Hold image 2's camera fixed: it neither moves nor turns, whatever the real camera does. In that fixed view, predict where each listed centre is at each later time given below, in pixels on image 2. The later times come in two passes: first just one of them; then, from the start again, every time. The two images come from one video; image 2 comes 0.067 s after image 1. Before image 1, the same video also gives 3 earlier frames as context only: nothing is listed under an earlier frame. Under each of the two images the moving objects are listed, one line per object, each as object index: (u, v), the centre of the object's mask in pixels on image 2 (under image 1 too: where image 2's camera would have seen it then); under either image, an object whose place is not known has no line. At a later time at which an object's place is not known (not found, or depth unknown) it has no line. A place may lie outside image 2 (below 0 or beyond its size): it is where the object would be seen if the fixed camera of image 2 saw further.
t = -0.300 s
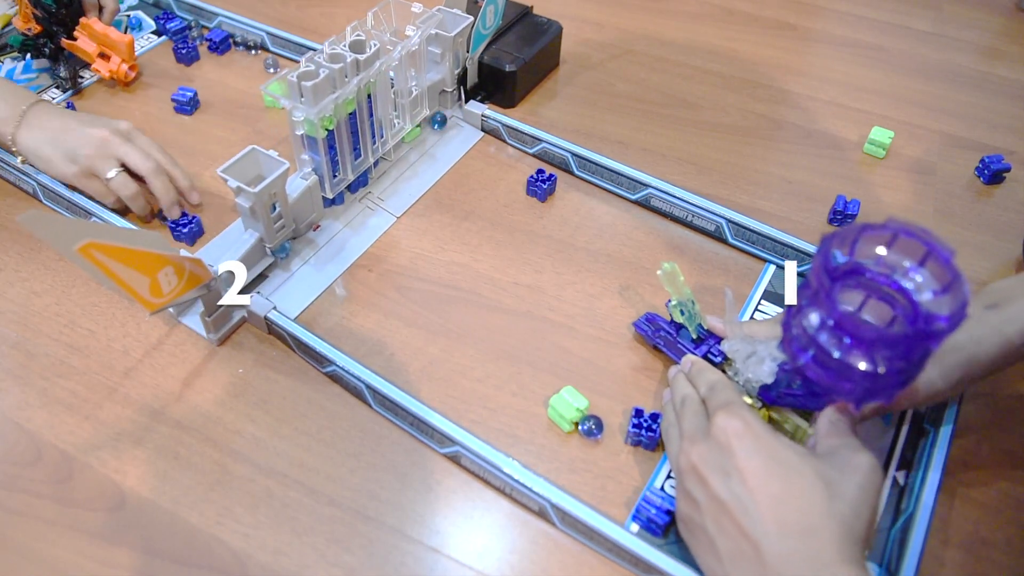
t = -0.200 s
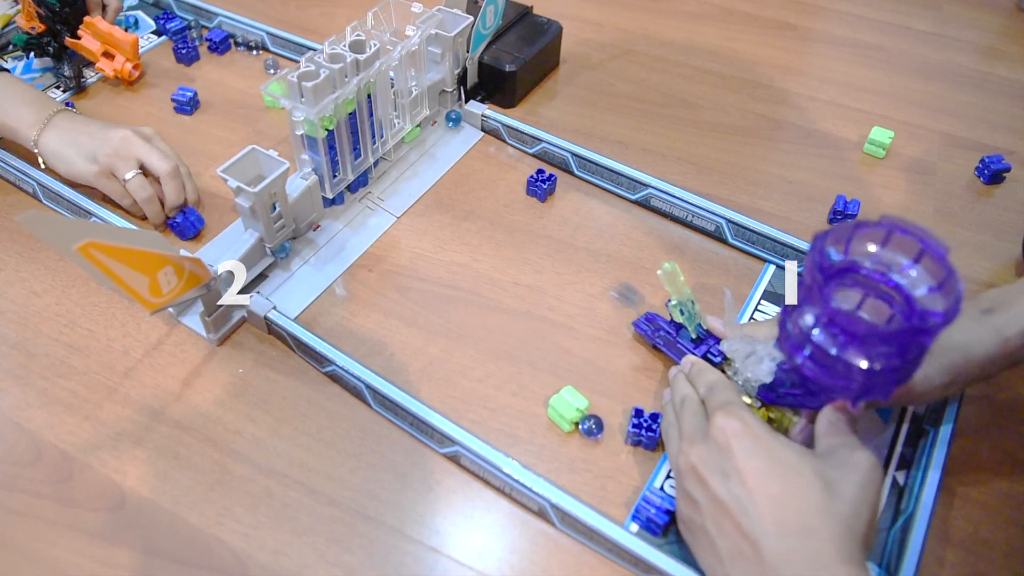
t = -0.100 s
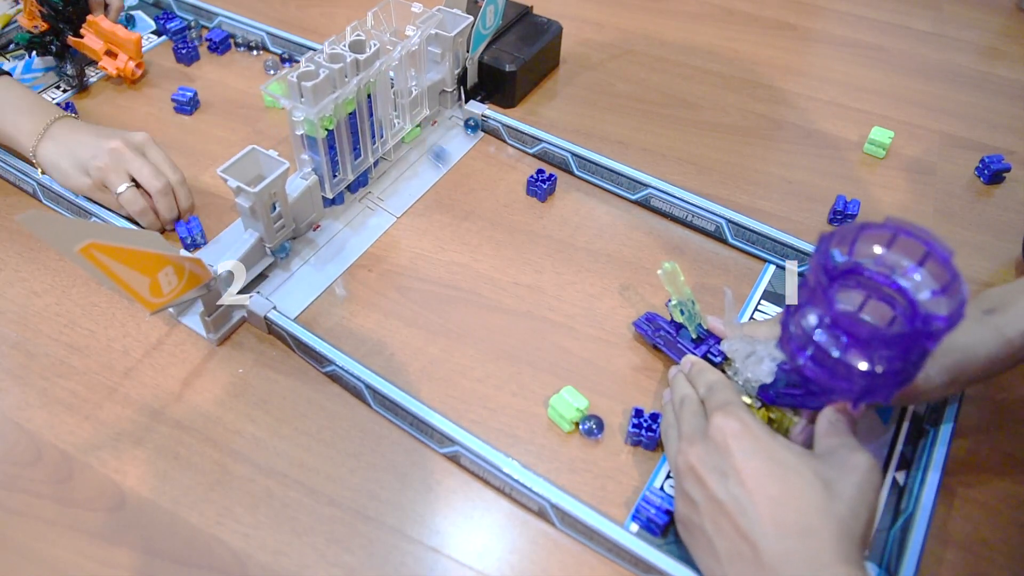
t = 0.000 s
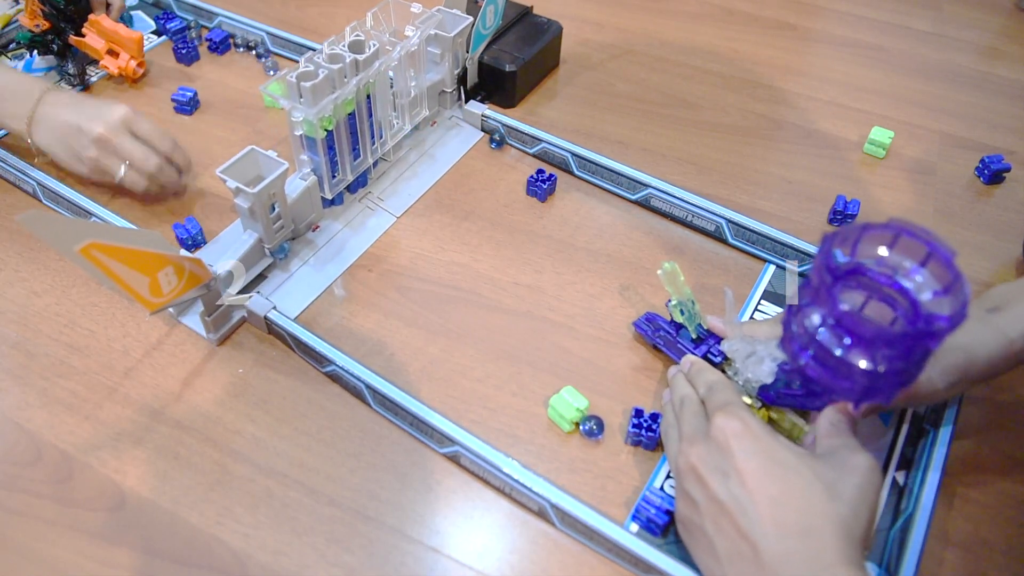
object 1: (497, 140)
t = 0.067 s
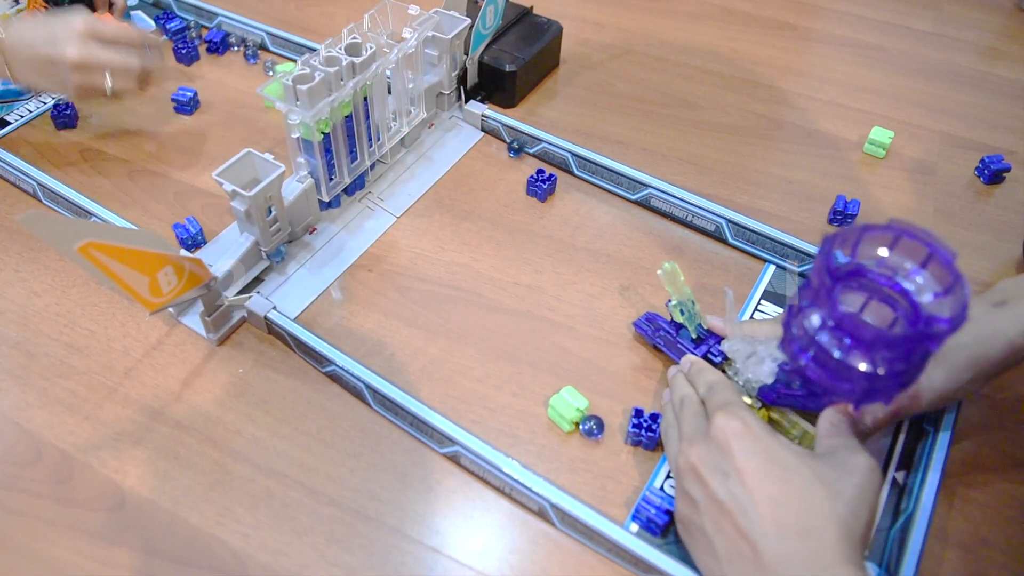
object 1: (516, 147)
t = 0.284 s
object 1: (574, 178)
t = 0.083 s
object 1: (520, 150)
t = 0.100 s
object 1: (525, 152)
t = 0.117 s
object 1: (529, 154)
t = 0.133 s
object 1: (533, 157)
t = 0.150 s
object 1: (538, 159)
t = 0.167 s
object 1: (544, 160)
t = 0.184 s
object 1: (547, 163)
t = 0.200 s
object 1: (552, 165)
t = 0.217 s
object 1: (557, 168)
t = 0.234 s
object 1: (561, 170)
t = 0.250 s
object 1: (565, 173)
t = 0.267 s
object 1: (570, 175)
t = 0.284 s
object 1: (574, 178)
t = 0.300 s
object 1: (579, 180)
